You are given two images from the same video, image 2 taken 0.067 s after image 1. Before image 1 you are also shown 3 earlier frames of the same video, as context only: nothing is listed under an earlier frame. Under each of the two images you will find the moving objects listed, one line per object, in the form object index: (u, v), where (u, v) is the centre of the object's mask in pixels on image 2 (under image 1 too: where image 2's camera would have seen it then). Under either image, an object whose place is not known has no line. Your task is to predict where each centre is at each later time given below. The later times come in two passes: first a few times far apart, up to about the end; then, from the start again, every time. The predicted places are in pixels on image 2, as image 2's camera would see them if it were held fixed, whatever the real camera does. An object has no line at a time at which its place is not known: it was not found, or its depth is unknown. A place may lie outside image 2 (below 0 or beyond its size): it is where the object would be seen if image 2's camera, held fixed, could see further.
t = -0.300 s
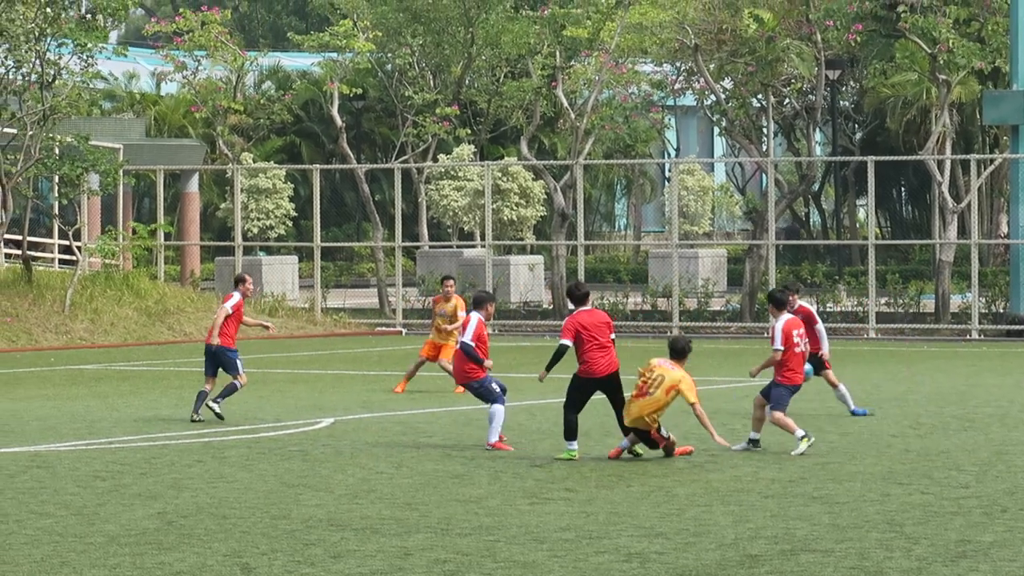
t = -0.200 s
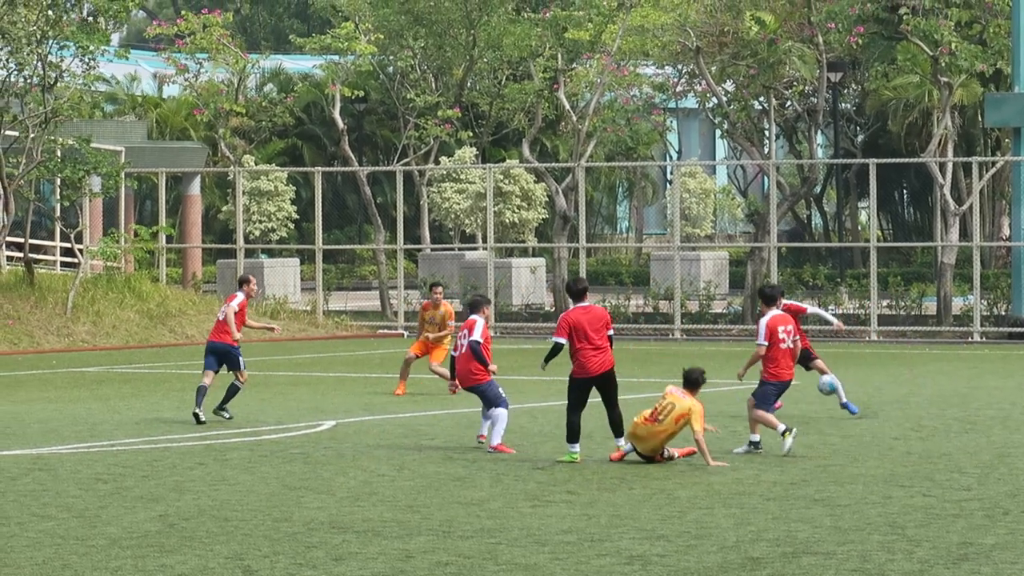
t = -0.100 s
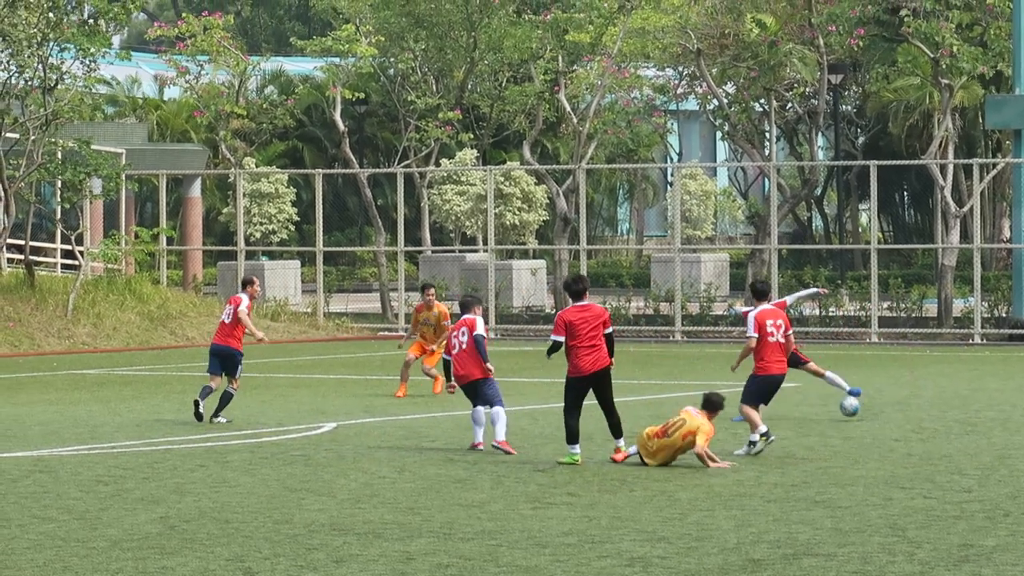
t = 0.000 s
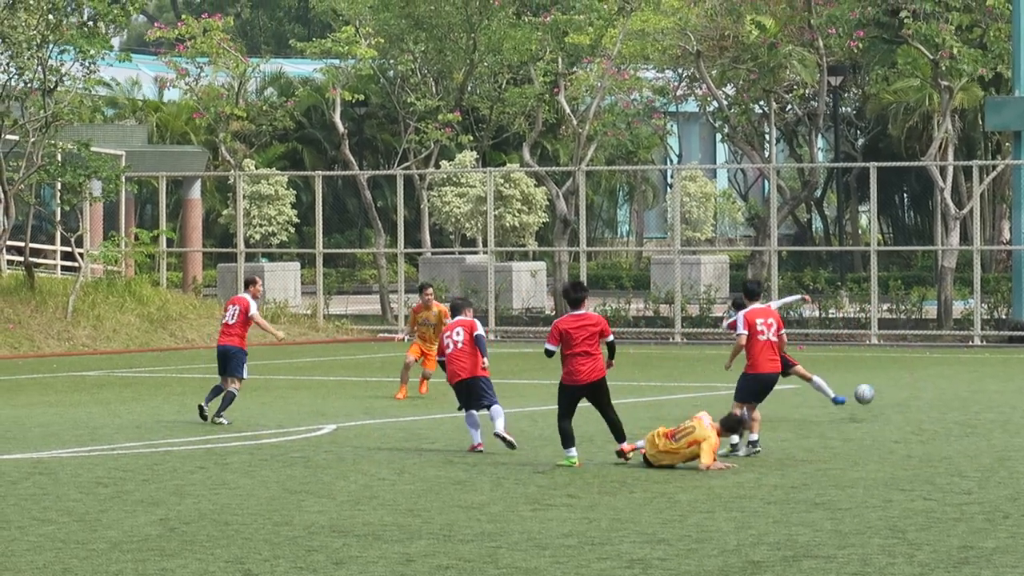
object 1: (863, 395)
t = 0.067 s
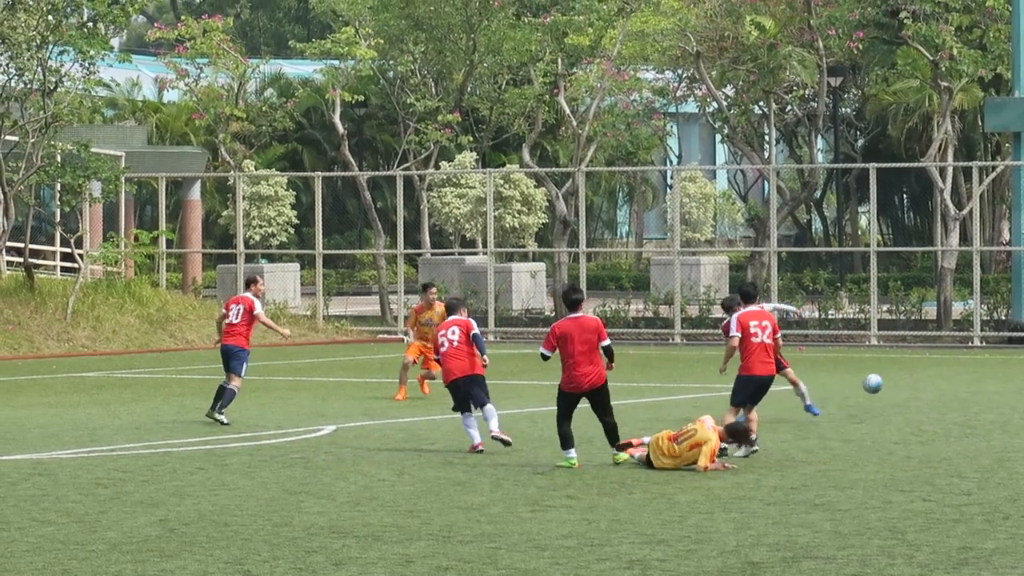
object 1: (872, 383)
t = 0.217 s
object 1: (890, 373)
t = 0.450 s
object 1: (917, 400)
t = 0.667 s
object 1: (942, 373)
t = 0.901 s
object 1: (967, 389)
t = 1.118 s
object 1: (988, 374)
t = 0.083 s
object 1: (874, 381)
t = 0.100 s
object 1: (877, 379)
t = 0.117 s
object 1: (878, 378)
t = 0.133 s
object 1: (881, 376)
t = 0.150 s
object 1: (883, 375)
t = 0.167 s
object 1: (885, 374)
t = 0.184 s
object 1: (887, 374)
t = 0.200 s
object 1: (889, 374)
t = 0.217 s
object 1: (890, 373)
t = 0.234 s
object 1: (892, 374)
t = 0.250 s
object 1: (895, 374)
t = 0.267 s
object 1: (896, 375)
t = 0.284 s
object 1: (898, 376)
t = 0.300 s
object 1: (900, 377)
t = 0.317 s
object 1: (903, 379)
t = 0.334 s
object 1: (904, 380)
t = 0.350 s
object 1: (906, 382)
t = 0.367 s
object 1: (908, 385)
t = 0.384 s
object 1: (910, 387)
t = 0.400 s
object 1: (912, 390)
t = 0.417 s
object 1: (914, 393)
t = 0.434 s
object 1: (916, 396)
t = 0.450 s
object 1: (917, 400)
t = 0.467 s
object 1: (919, 397)
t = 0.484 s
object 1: (921, 394)
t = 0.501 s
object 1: (923, 391)
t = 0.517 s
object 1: (925, 388)
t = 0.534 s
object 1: (926, 385)
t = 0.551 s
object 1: (929, 383)
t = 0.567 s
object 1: (931, 381)
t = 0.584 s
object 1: (932, 379)
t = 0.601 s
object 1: (934, 377)
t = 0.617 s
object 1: (936, 376)
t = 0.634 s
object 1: (938, 375)
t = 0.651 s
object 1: (940, 374)
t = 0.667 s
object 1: (942, 373)
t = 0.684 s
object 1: (944, 373)
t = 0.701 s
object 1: (946, 372)
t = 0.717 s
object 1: (947, 372)
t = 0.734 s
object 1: (949, 373)
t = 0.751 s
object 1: (951, 374)
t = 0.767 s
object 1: (953, 374)
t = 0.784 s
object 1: (955, 375)
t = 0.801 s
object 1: (957, 377)
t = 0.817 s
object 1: (959, 378)
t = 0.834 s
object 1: (960, 380)
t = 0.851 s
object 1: (962, 382)
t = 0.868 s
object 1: (964, 384)
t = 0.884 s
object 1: (965, 386)
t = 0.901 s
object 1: (967, 389)
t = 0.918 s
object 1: (969, 392)
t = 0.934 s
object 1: (970, 392)
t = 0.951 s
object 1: (972, 388)
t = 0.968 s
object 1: (974, 386)
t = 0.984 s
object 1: (975, 384)
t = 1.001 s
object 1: (976, 381)
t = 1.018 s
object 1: (978, 380)
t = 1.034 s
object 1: (980, 379)
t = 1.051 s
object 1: (982, 377)
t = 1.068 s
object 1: (984, 376)
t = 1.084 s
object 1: (985, 375)
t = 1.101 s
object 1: (986, 375)
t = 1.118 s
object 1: (988, 374)
